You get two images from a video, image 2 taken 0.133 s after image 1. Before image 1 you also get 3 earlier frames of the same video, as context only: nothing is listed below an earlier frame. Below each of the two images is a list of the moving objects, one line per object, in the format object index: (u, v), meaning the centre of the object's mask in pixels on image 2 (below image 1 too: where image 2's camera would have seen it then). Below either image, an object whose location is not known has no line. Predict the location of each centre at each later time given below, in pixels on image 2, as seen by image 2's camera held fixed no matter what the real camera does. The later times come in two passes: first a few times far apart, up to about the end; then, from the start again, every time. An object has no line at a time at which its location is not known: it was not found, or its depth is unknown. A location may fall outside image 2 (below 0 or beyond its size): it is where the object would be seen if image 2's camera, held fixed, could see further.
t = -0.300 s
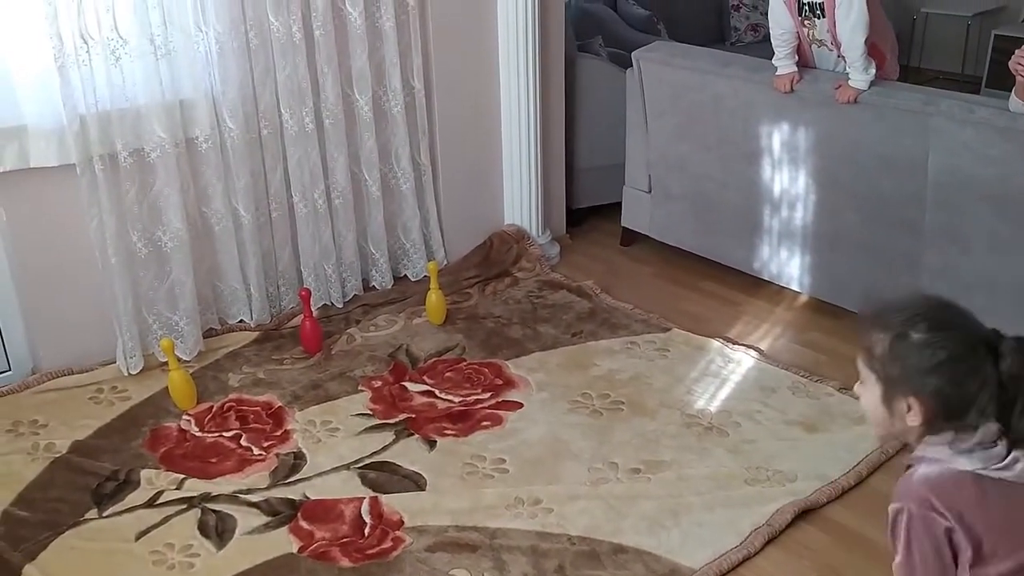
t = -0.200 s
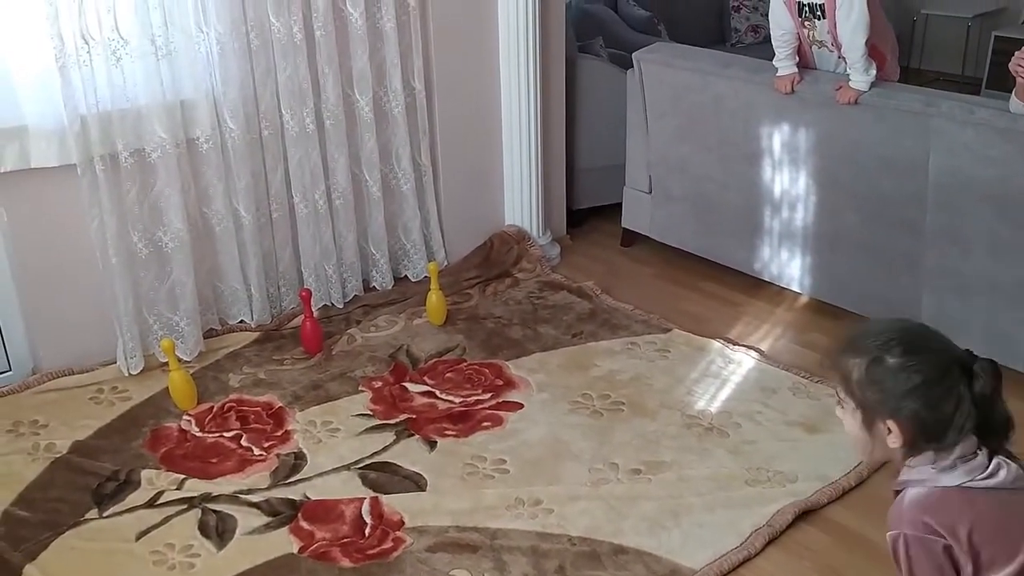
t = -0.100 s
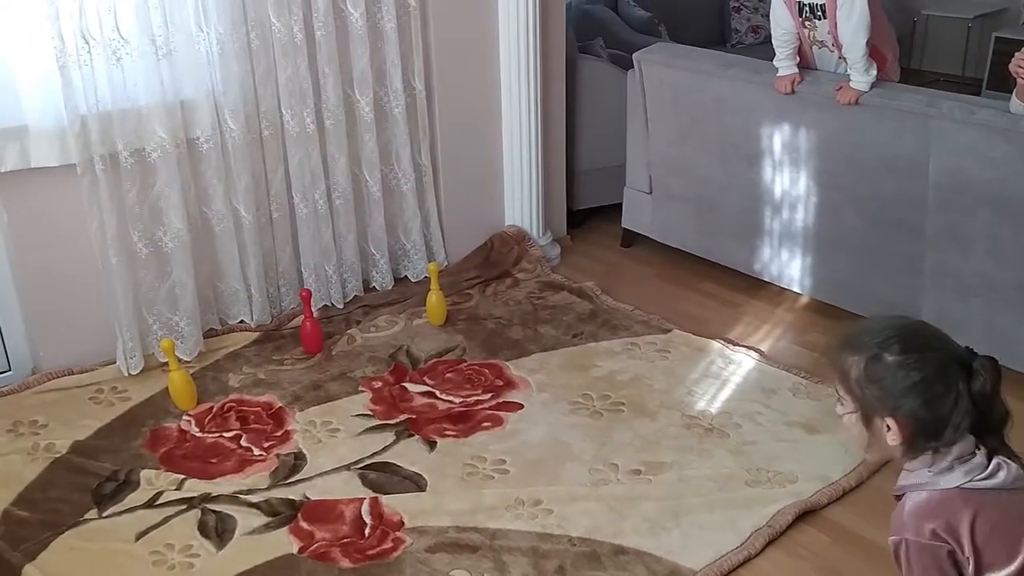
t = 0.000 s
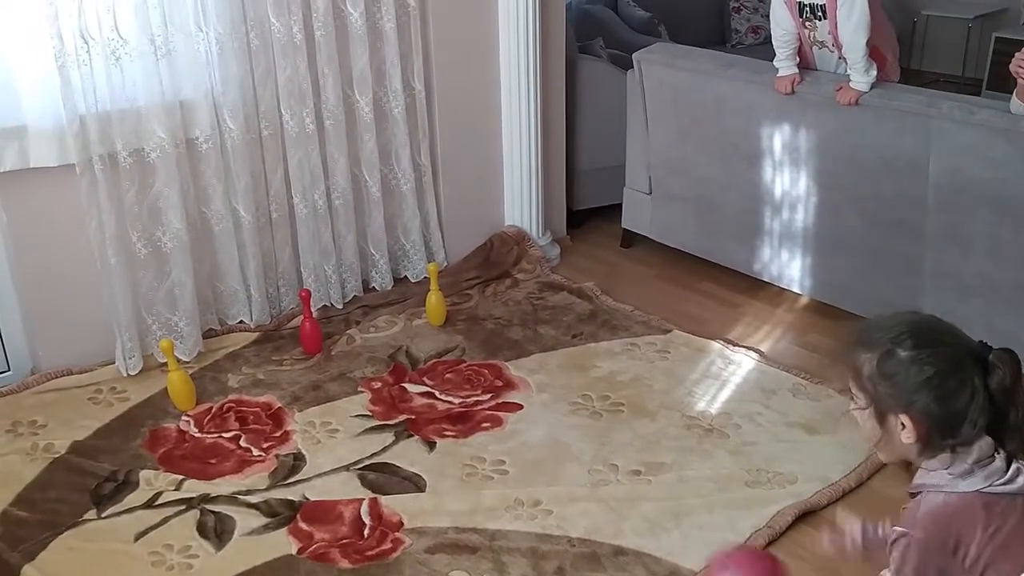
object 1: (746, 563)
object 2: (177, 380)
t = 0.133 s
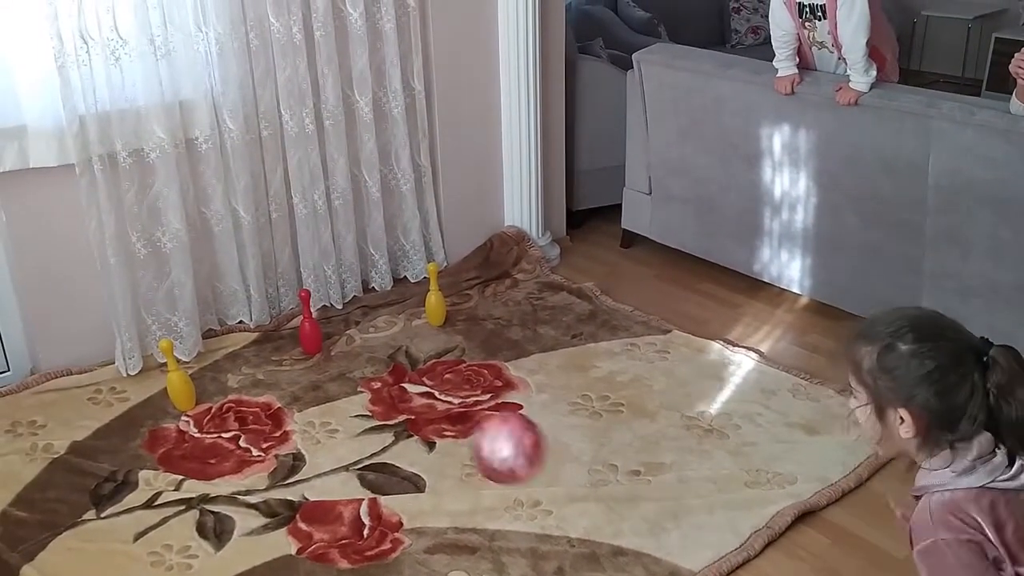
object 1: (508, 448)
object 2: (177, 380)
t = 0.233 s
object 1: (380, 407)
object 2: (178, 380)
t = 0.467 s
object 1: (208, 366)
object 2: (177, 380)
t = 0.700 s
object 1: (143, 319)
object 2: (140, 383)
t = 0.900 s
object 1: (150, 355)
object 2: (138, 385)
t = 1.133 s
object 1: (151, 356)
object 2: (139, 387)
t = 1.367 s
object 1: (151, 355)
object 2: (139, 386)
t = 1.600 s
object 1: (152, 355)
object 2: (139, 386)
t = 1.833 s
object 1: (151, 355)
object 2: (140, 386)
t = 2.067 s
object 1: (151, 355)
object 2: (139, 386)
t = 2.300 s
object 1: (151, 356)
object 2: (139, 386)
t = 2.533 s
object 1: (151, 356)
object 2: (139, 387)
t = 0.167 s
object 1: (460, 428)
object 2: (177, 380)
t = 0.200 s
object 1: (417, 414)
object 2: (178, 380)
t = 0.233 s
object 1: (380, 407)
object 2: (178, 380)
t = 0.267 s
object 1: (344, 402)
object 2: (177, 380)
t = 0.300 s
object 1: (312, 403)
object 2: (178, 380)
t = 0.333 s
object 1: (284, 404)
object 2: (178, 380)
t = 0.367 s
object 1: (262, 413)
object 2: (177, 380)
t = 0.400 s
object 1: (243, 399)
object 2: (178, 380)
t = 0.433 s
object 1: (223, 381)
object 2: (178, 380)
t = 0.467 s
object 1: (208, 366)
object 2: (177, 380)
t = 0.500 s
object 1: (194, 351)
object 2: (171, 380)
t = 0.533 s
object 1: (181, 338)
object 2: (163, 378)
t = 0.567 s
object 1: (171, 329)
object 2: (157, 382)
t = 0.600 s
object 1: (161, 324)
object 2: (148, 387)
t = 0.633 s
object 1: (152, 322)
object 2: (145, 388)
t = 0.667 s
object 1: (145, 321)
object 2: (143, 384)
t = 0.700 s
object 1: (143, 319)
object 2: (140, 383)
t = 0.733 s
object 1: (142, 319)
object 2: (141, 382)
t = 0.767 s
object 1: (144, 324)
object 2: (140, 383)
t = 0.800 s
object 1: (144, 329)
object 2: (140, 384)
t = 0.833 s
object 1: (145, 337)
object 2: (140, 384)
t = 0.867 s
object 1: (147, 348)
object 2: (139, 383)
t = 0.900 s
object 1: (150, 355)
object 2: (138, 385)
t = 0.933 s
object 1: (150, 353)
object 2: (138, 384)
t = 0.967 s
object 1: (151, 354)
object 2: (138, 386)
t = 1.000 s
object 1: (152, 355)
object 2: (138, 386)
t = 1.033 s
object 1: (152, 355)
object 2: (139, 386)
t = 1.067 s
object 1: (151, 355)
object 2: (139, 387)
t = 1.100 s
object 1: (150, 355)
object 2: (138, 387)
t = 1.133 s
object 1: (151, 356)
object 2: (139, 387)
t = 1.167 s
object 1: (150, 355)
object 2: (138, 386)
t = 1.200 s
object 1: (150, 355)
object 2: (139, 386)
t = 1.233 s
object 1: (151, 355)
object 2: (139, 386)
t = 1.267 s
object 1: (151, 355)
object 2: (138, 386)
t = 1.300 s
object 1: (152, 355)
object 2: (139, 386)
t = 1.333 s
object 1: (151, 355)
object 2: (139, 386)
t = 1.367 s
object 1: (151, 355)
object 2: (139, 386)
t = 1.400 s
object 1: (152, 355)
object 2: (139, 386)
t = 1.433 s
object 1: (152, 356)
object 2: (139, 386)
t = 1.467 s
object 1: (152, 356)
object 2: (139, 386)
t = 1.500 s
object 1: (152, 355)
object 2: (139, 386)
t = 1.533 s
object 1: (152, 356)
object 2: (139, 386)
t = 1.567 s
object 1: (152, 356)
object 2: (139, 386)
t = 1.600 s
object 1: (152, 355)
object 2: (139, 386)
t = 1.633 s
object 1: (152, 356)
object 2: (139, 386)
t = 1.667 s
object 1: (152, 355)
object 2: (139, 386)
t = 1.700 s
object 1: (152, 356)
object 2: (139, 386)
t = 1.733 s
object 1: (151, 355)
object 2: (139, 386)
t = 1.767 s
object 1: (151, 355)
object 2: (139, 386)
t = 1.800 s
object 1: (152, 355)
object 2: (140, 386)
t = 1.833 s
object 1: (151, 355)
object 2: (140, 386)
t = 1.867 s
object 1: (151, 355)
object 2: (139, 386)
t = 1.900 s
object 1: (151, 355)
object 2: (139, 386)
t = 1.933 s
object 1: (151, 355)
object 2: (139, 386)
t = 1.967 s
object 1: (151, 355)
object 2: (139, 387)
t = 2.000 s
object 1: (151, 355)
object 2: (139, 386)
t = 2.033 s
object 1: (152, 355)
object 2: (139, 387)
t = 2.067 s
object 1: (151, 355)
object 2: (139, 386)
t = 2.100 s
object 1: (151, 356)
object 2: (139, 386)
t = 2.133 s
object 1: (151, 355)
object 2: (139, 387)
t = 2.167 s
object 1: (151, 355)
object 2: (139, 387)
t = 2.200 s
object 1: (151, 355)
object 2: (139, 387)
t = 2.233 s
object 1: (151, 355)
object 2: (139, 386)
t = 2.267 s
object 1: (151, 356)
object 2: (139, 387)
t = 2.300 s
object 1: (151, 356)
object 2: (139, 386)
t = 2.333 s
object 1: (151, 356)
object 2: (139, 387)
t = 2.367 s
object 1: (152, 356)
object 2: (138, 386)
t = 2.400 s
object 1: (151, 356)
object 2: (139, 387)
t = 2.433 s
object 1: (151, 356)
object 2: (139, 387)
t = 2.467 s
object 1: (152, 356)
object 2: (139, 387)
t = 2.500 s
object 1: (152, 355)
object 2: (139, 387)
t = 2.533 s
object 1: (151, 356)
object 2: (139, 387)
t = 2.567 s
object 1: (151, 356)
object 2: (139, 387)
